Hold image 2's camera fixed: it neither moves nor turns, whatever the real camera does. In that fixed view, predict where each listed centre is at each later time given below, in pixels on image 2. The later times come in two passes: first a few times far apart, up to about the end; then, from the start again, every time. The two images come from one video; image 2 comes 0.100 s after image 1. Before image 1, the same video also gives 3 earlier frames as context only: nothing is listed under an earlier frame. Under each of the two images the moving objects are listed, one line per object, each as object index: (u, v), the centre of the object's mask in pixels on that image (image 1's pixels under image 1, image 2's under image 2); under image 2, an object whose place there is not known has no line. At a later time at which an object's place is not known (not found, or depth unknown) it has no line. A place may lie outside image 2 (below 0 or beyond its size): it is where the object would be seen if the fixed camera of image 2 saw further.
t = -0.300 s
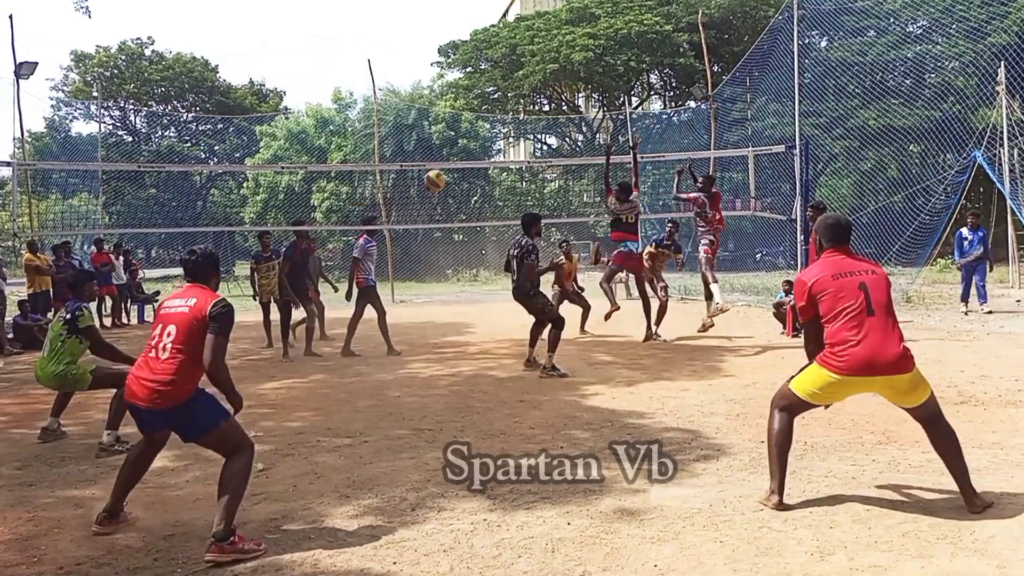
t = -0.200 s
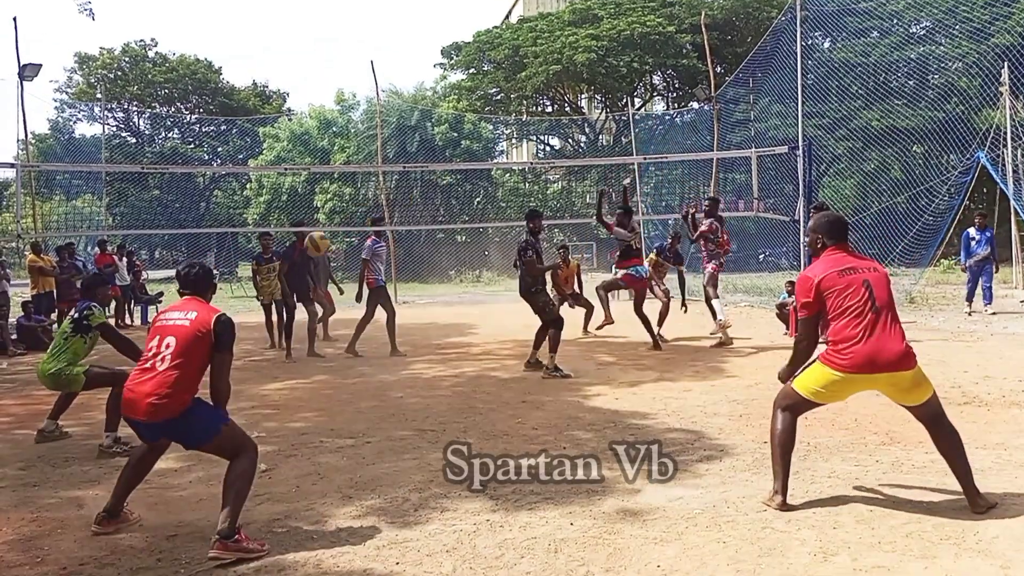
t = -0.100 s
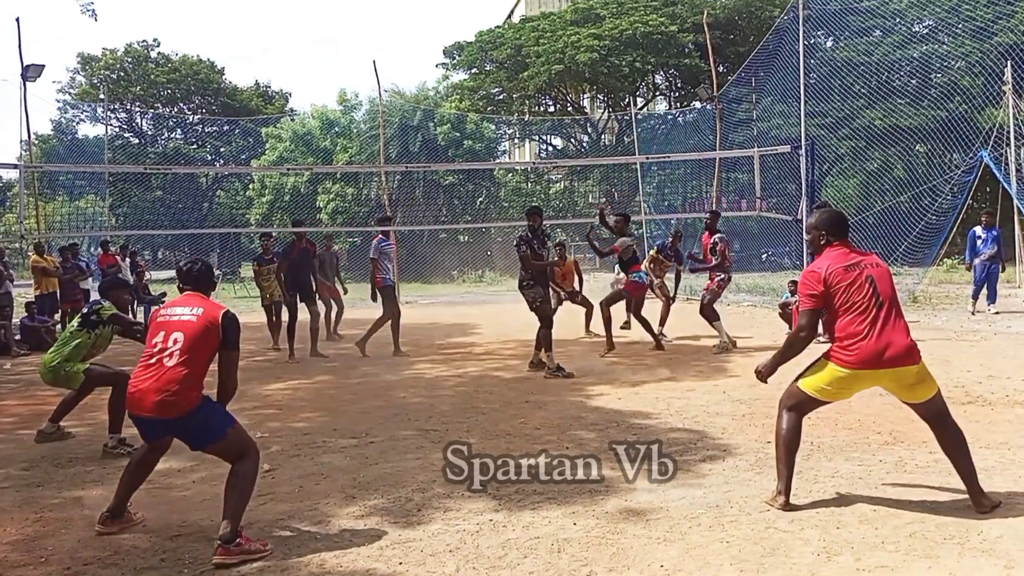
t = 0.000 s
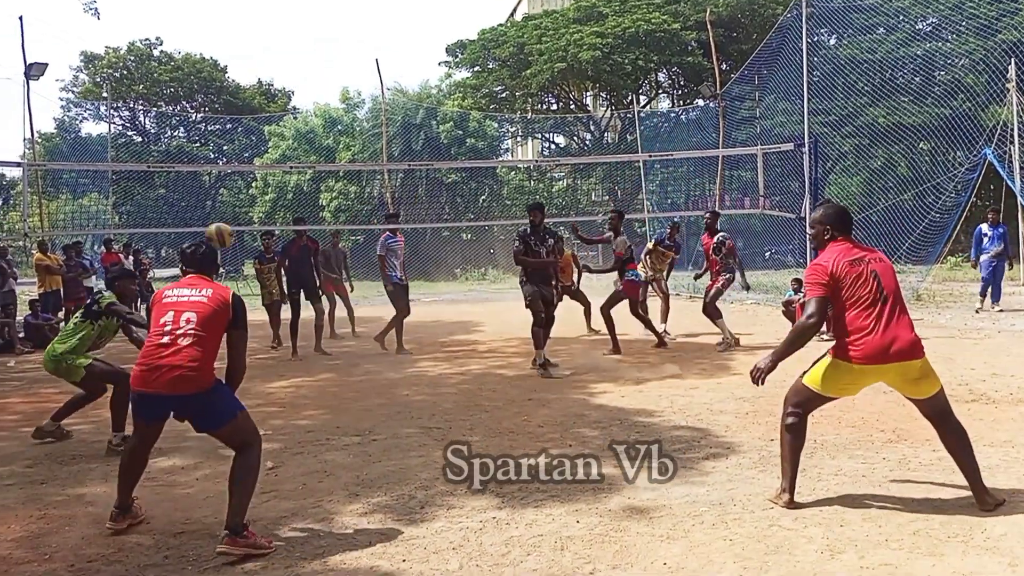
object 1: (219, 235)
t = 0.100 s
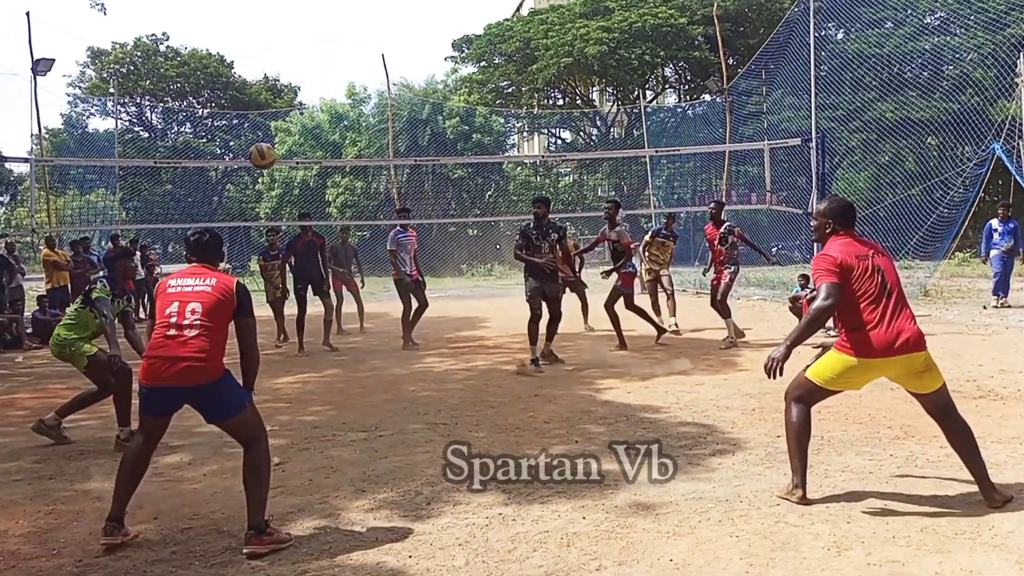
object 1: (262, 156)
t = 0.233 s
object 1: (305, 81)
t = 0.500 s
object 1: (380, 8)
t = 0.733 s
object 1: (436, 12)
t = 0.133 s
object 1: (275, 135)
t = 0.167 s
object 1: (285, 114)
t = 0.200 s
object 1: (295, 97)
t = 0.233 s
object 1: (305, 81)
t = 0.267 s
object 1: (315, 66)
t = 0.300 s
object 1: (326, 53)
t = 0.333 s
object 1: (335, 42)
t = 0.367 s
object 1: (345, 32)
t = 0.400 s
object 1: (354, 24)
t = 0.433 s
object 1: (363, 18)
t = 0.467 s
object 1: (371, 11)
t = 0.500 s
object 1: (380, 8)
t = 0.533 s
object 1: (389, 4)
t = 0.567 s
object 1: (397, 3)
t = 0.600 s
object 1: (404, 3)
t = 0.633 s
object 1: (413, 4)
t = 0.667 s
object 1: (420, 5)
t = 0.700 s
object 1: (428, 7)
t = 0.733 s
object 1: (436, 12)
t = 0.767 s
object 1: (443, 17)
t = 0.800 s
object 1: (450, 23)
